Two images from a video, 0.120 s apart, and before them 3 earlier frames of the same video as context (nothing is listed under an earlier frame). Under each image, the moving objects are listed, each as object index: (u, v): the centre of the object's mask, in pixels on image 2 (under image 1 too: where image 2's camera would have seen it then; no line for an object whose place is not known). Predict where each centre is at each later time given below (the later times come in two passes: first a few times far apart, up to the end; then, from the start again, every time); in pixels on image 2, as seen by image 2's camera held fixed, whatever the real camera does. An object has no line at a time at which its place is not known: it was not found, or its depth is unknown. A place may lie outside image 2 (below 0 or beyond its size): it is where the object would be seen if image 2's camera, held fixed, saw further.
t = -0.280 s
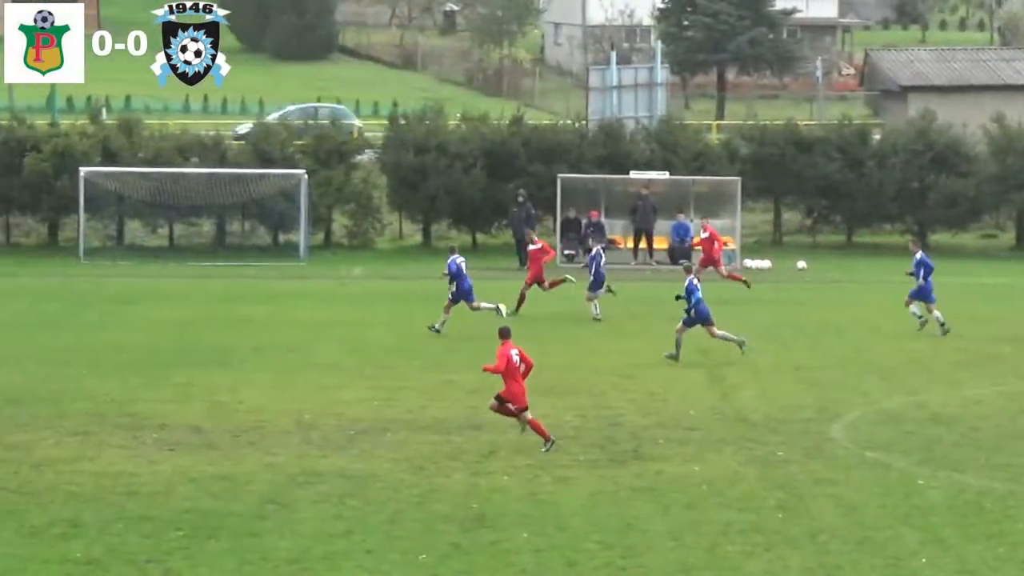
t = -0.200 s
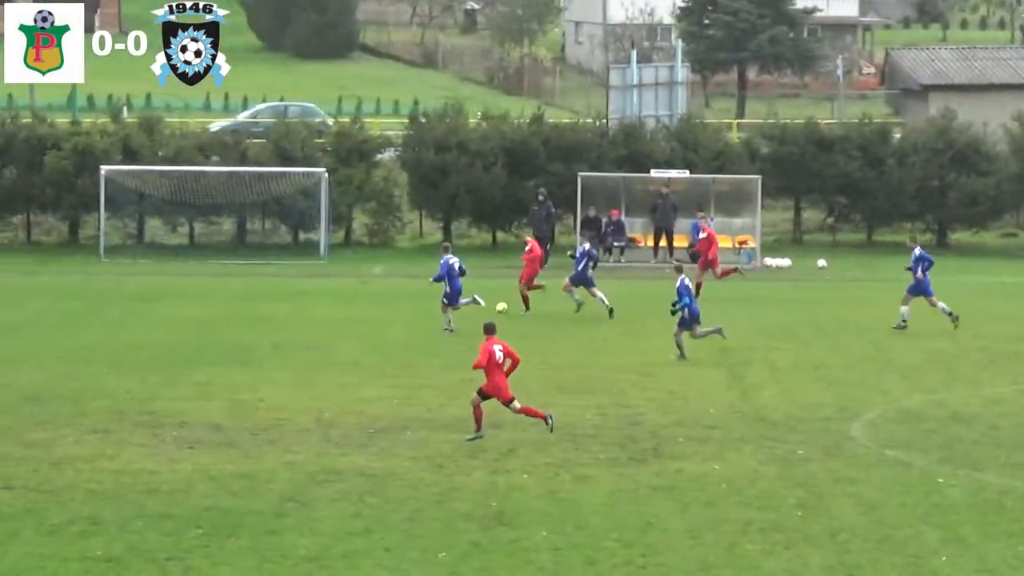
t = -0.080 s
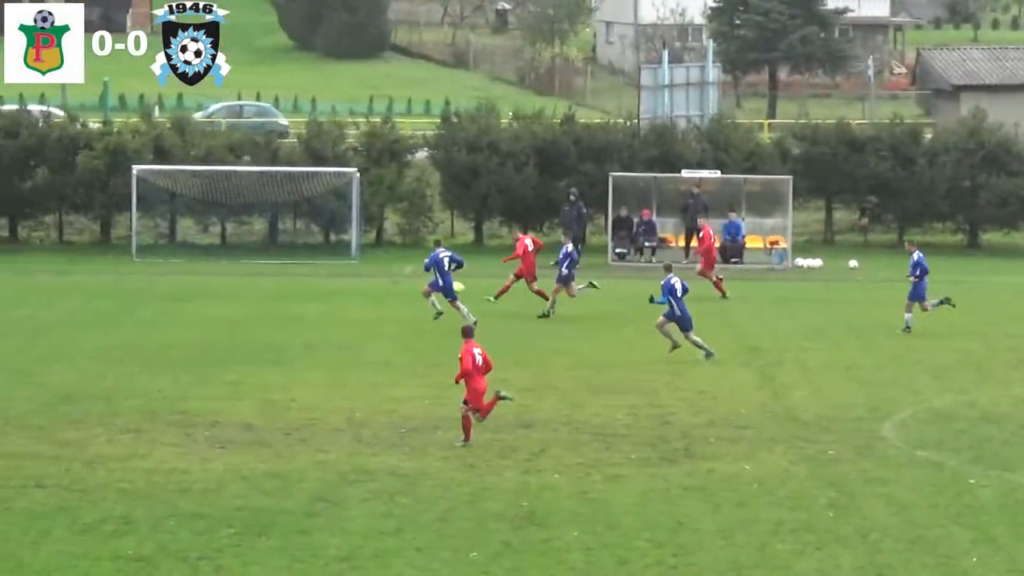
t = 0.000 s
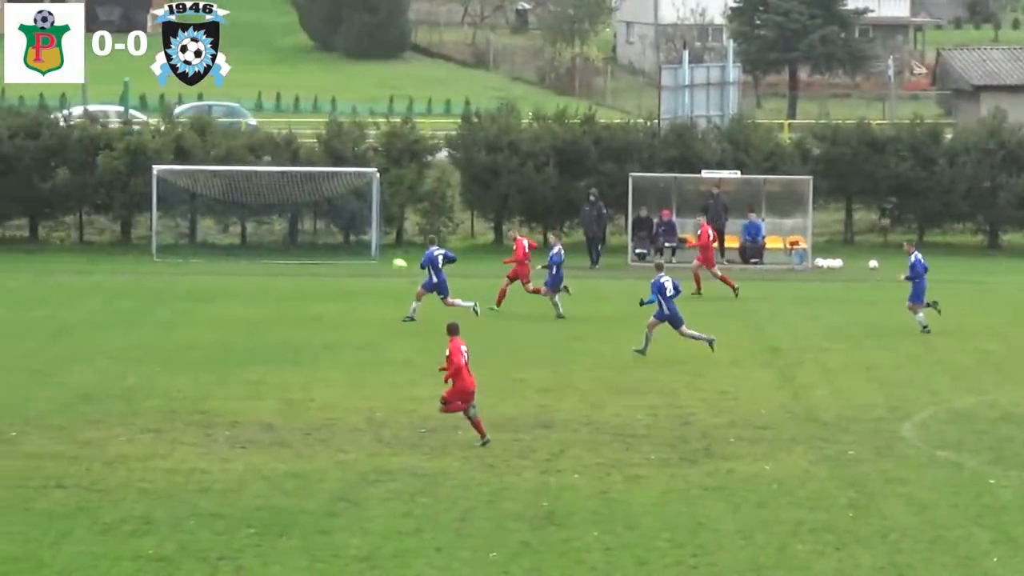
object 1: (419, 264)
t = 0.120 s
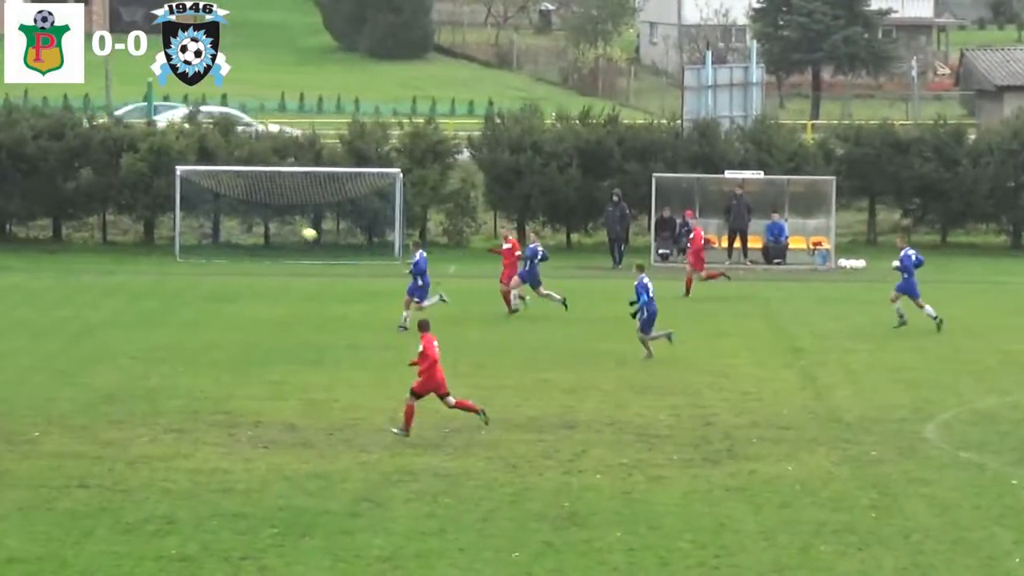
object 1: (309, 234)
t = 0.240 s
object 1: (199, 207)
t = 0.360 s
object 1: (102, 190)
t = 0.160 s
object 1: (271, 223)
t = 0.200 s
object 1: (233, 216)
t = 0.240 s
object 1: (199, 207)
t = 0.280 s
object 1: (165, 201)
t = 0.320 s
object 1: (131, 194)
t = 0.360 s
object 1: (102, 190)
